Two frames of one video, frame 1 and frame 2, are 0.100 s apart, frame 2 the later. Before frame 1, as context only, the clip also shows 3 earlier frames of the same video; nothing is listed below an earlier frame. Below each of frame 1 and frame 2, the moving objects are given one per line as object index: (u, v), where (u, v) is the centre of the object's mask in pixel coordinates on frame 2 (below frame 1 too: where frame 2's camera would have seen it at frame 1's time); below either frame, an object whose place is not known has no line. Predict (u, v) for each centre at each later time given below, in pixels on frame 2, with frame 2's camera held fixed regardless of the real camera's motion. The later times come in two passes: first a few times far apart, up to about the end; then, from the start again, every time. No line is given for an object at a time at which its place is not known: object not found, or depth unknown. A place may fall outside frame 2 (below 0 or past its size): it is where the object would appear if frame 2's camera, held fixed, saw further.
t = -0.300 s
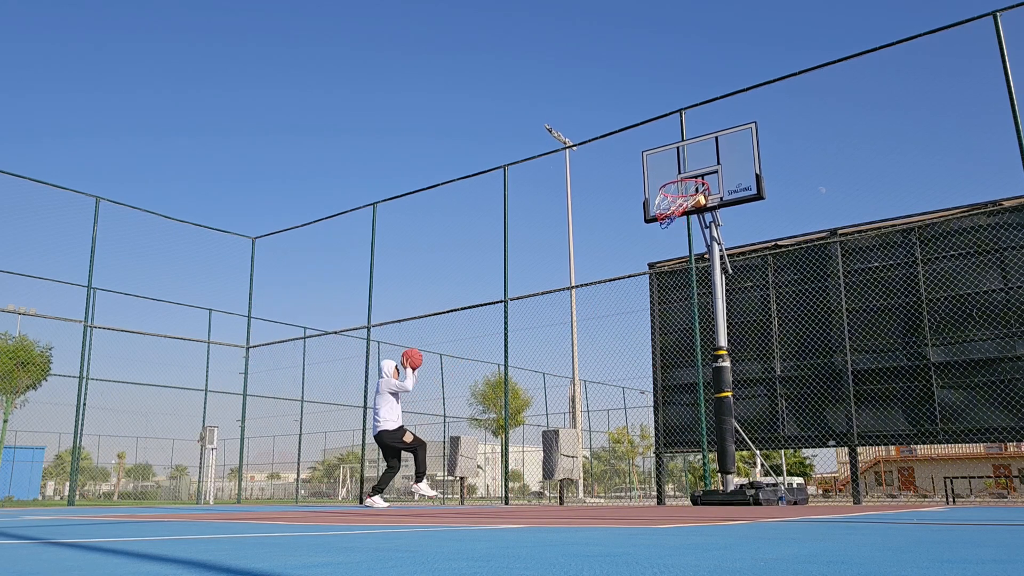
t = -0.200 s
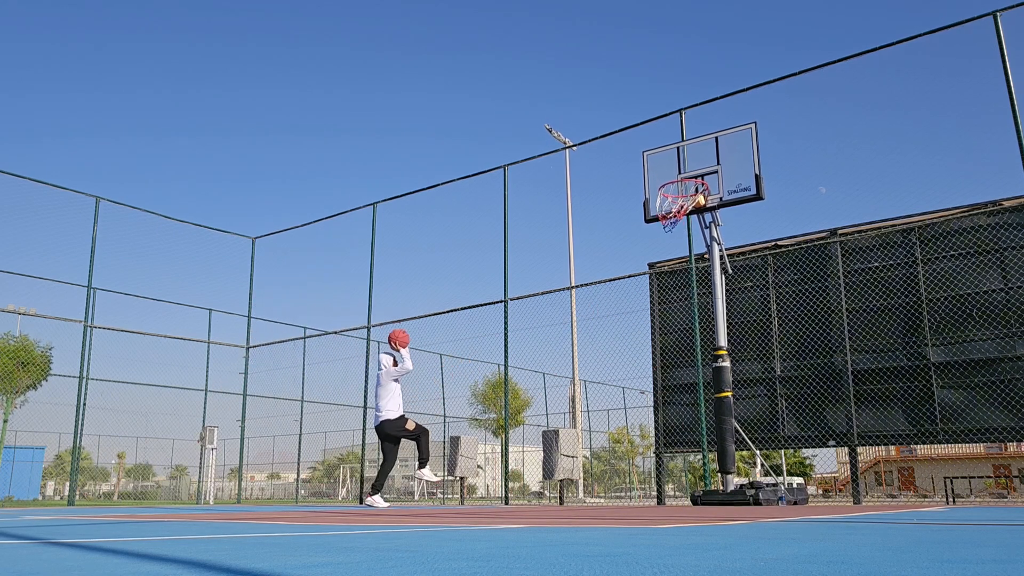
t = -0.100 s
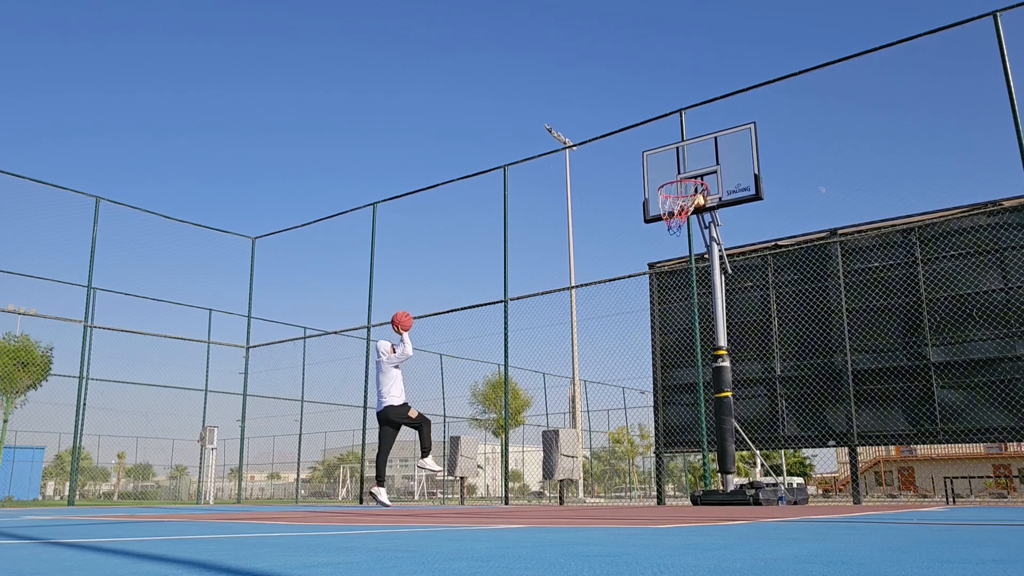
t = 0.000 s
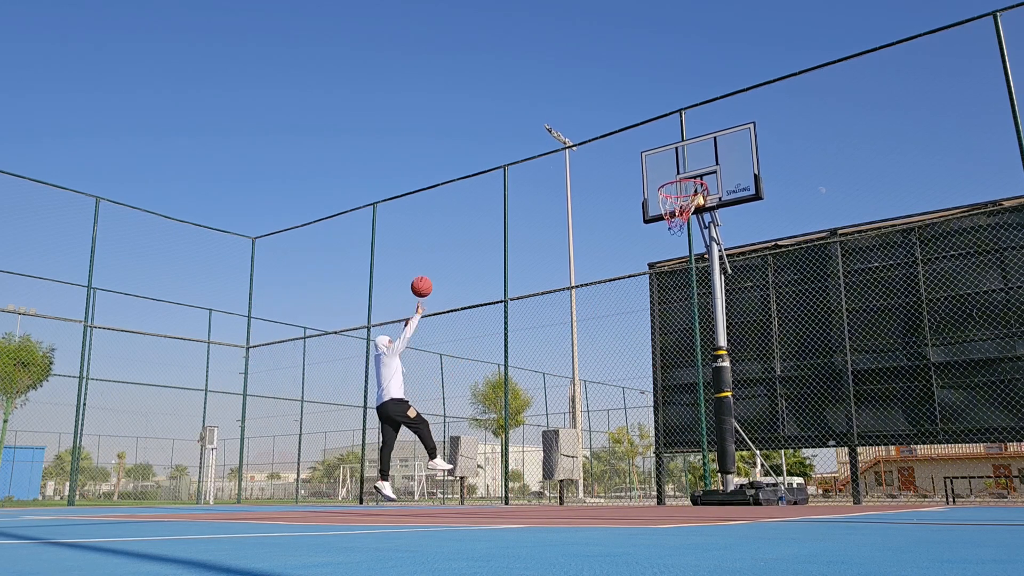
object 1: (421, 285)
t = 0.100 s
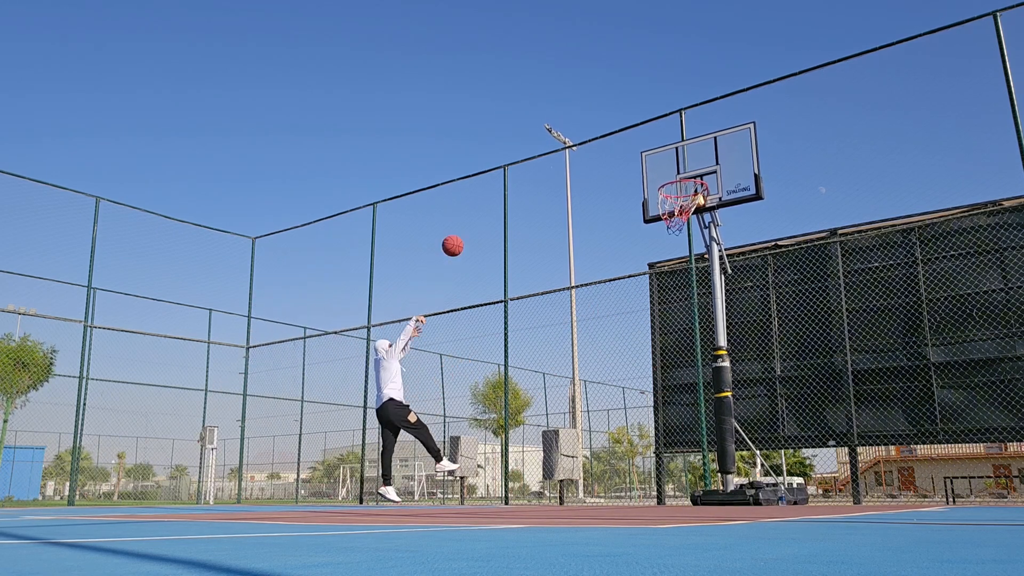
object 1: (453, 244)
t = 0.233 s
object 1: (493, 201)
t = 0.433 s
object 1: (553, 163)
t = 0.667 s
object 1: (623, 159)
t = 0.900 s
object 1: (683, 183)
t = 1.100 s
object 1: (704, 200)
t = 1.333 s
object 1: (692, 227)
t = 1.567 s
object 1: (670, 292)
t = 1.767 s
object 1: (652, 389)
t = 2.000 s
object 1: (631, 455)
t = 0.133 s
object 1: (463, 231)
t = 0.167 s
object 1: (473, 220)
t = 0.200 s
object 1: (483, 210)
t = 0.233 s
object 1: (493, 201)
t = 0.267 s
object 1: (503, 192)
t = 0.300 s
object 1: (513, 185)
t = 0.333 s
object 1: (523, 178)
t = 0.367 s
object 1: (533, 172)
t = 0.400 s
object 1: (543, 167)
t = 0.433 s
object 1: (553, 163)
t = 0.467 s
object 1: (563, 160)
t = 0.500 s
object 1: (573, 157)
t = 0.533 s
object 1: (583, 155)
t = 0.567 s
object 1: (593, 155)
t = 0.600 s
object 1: (603, 155)
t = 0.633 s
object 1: (613, 156)
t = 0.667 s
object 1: (623, 159)
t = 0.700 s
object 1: (633, 162)
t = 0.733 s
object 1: (643, 167)
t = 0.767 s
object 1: (654, 172)
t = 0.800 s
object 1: (663, 176)
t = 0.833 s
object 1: (669, 177)
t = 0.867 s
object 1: (676, 179)
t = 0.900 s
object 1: (683, 183)
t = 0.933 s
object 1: (690, 191)
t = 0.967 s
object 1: (697, 194)
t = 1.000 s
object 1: (701, 194)
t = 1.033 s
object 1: (704, 197)
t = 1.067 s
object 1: (705, 200)
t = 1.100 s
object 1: (704, 200)
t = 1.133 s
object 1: (704, 201)
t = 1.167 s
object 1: (702, 203)
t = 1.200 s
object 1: (702, 208)
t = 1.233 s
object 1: (700, 211)
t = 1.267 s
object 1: (697, 214)
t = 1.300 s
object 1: (696, 220)
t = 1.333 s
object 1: (692, 227)
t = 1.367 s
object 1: (688, 235)
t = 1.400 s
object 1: (685, 241)
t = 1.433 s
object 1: (682, 249)
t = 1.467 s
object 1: (679, 258)
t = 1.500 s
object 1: (676, 268)
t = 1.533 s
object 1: (672, 279)
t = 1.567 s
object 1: (670, 292)
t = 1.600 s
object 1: (666, 305)
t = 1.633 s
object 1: (664, 319)
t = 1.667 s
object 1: (661, 335)
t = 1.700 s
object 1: (658, 352)
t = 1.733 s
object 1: (655, 370)
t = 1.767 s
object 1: (652, 389)
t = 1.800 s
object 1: (650, 409)
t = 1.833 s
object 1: (647, 431)
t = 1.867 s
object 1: (644, 454)
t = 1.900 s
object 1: (641, 478)
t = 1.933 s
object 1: (638, 493)
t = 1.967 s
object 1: (635, 474)
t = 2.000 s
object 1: (631, 455)
